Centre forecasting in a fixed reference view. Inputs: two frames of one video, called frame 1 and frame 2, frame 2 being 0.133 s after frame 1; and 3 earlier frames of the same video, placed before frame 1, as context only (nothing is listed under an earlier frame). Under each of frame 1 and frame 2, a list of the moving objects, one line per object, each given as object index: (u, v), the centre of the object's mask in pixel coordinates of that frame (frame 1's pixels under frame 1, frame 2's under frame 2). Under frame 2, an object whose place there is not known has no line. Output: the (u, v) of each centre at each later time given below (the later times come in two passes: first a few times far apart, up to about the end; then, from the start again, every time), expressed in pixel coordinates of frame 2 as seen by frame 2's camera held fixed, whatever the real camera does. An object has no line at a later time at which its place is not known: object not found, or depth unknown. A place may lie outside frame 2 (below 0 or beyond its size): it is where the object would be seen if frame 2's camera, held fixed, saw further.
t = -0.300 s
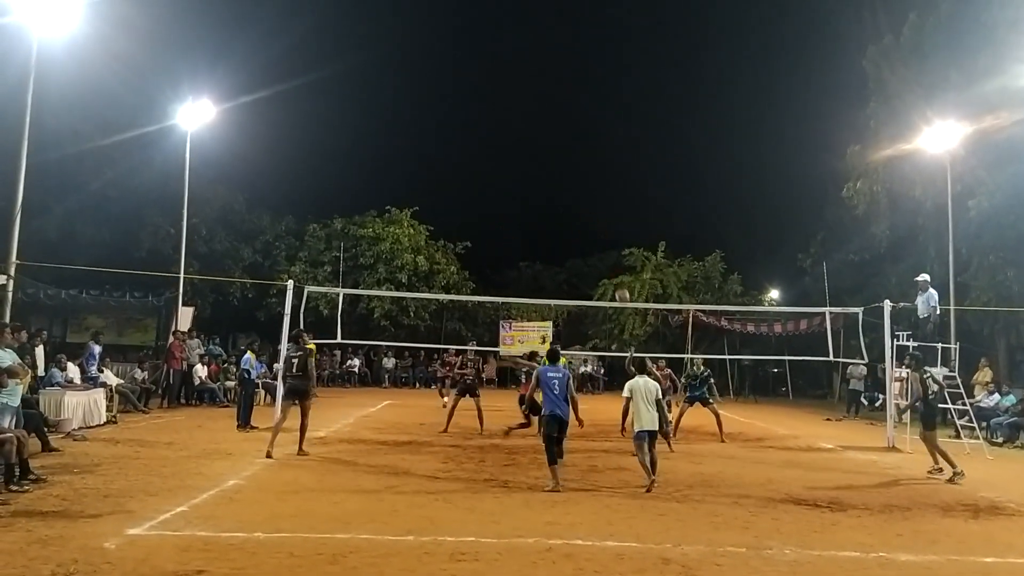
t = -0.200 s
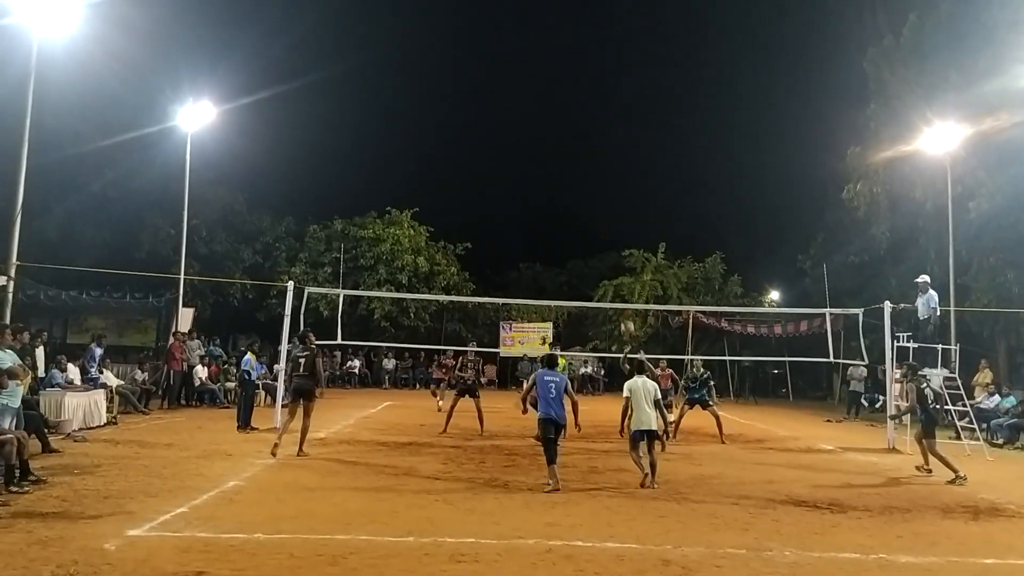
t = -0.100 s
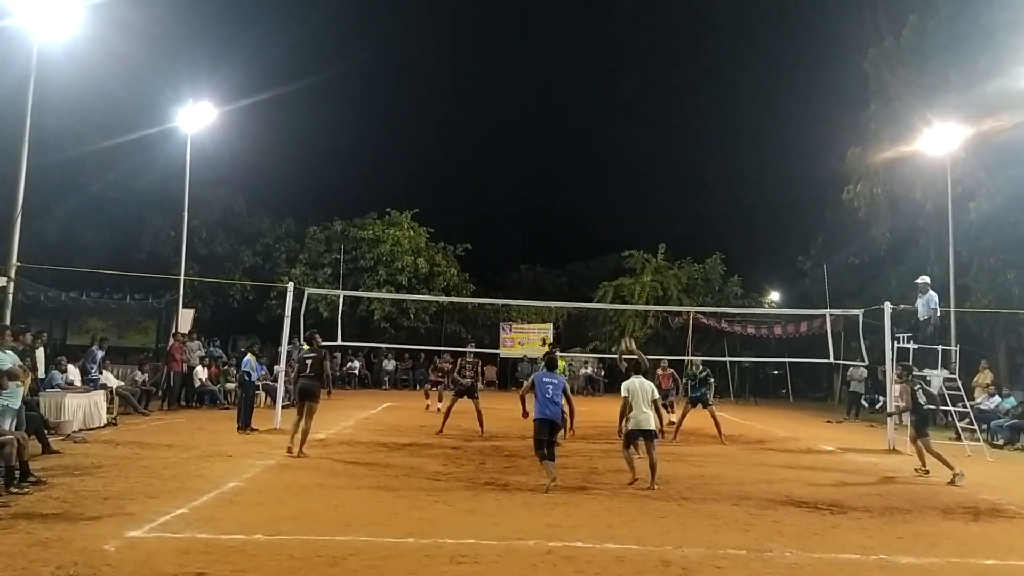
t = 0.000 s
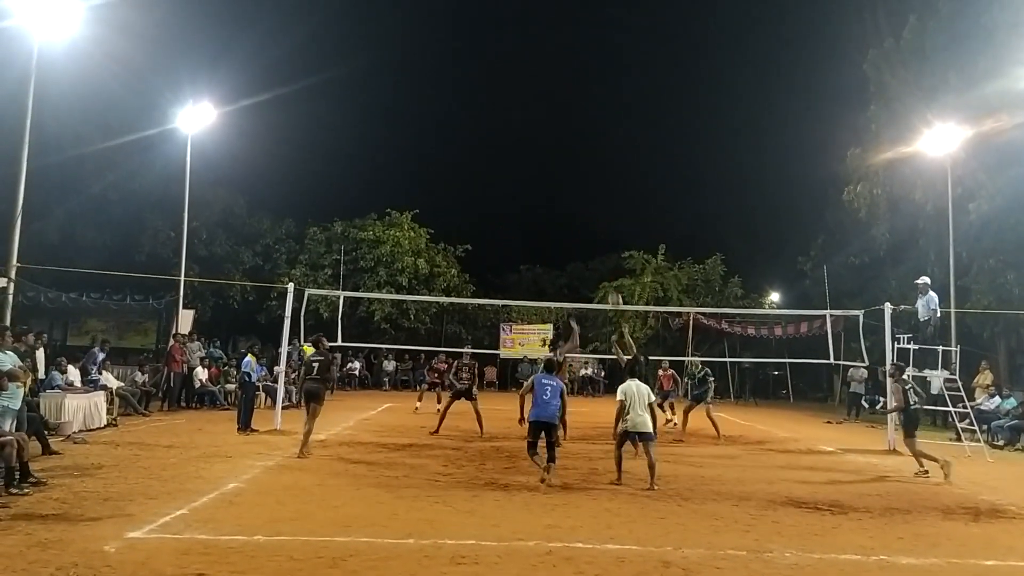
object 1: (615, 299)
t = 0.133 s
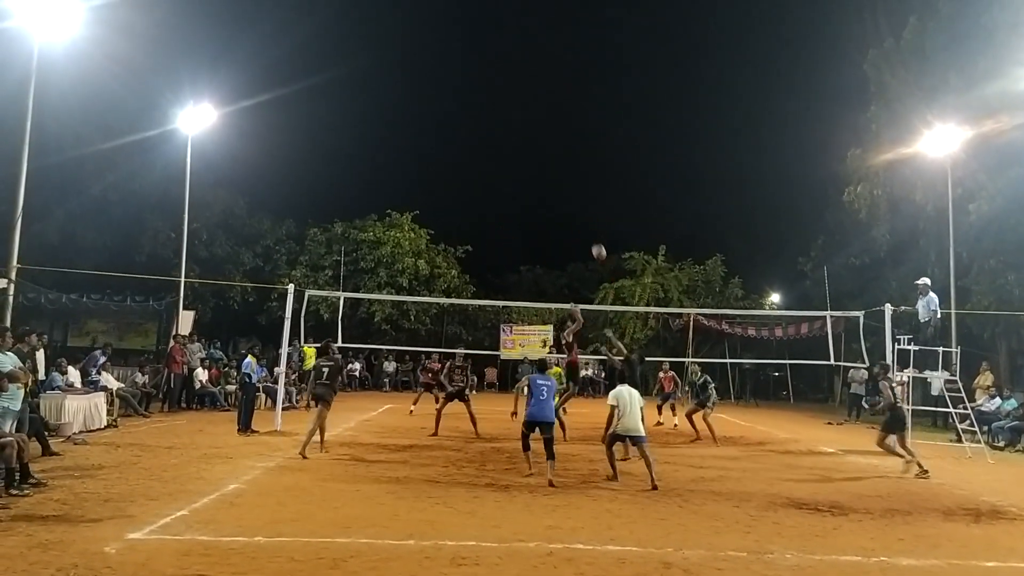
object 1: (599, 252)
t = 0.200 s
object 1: (590, 231)
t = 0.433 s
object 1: (561, 181)
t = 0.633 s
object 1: (537, 166)
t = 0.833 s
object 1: (512, 173)
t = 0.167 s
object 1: (595, 242)
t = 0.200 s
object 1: (590, 231)
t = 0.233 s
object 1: (586, 222)
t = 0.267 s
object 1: (582, 214)
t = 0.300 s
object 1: (578, 206)
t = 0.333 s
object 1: (574, 198)
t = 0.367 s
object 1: (570, 192)
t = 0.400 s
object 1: (565, 186)
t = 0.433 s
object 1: (561, 181)
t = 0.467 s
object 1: (557, 177)
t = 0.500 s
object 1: (553, 174)
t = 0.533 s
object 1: (549, 170)
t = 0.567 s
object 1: (545, 168)
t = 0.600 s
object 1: (541, 166)
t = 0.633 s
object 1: (537, 166)
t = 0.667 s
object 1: (532, 165)
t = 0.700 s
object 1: (528, 165)
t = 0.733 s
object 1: (524, 166)
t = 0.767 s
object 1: (520, 168)
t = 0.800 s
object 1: (516, 170)
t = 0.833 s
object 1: (512, 173)
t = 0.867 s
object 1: (508, 176)
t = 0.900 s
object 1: (503, 180)
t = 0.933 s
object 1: (500, 184)
